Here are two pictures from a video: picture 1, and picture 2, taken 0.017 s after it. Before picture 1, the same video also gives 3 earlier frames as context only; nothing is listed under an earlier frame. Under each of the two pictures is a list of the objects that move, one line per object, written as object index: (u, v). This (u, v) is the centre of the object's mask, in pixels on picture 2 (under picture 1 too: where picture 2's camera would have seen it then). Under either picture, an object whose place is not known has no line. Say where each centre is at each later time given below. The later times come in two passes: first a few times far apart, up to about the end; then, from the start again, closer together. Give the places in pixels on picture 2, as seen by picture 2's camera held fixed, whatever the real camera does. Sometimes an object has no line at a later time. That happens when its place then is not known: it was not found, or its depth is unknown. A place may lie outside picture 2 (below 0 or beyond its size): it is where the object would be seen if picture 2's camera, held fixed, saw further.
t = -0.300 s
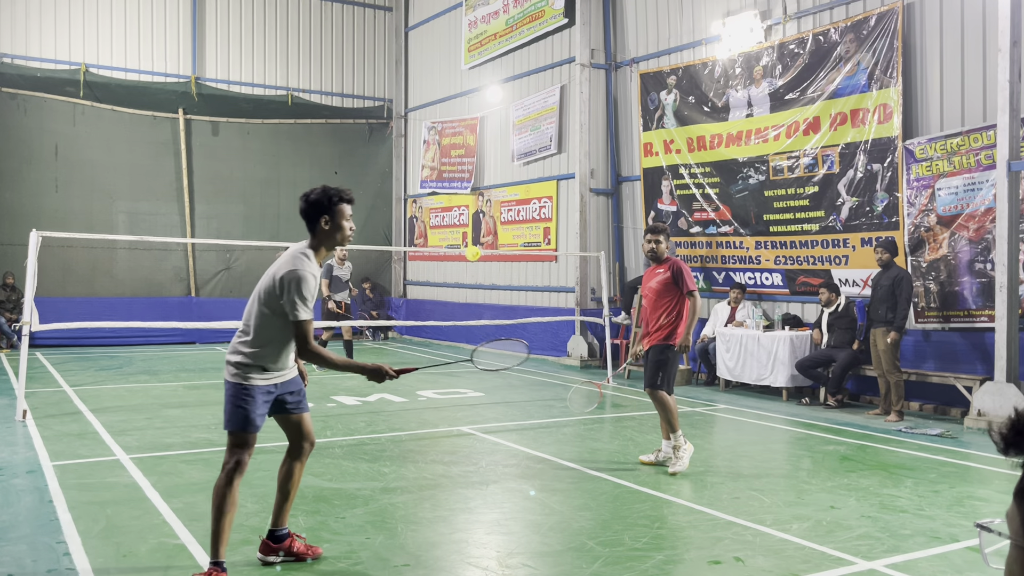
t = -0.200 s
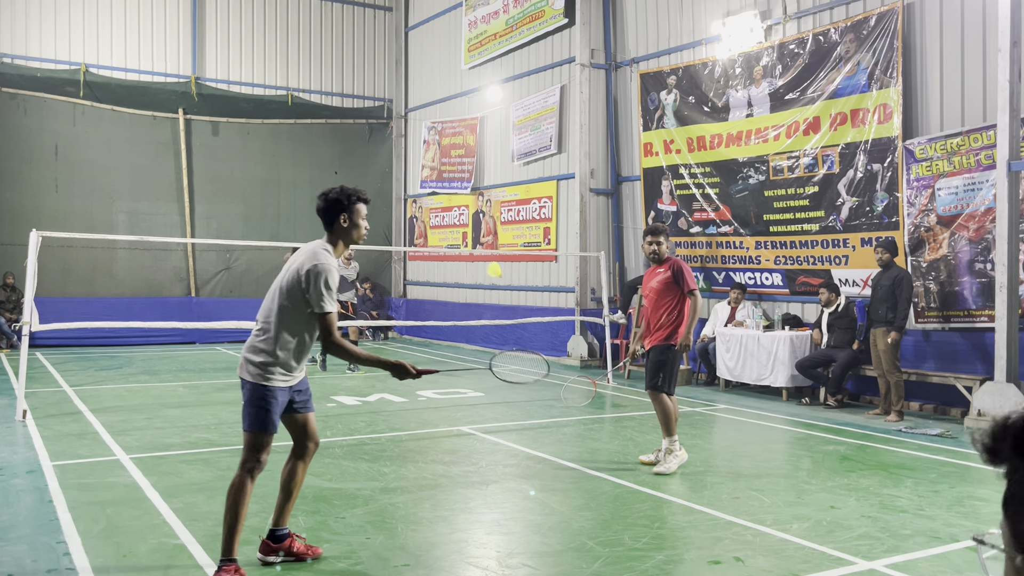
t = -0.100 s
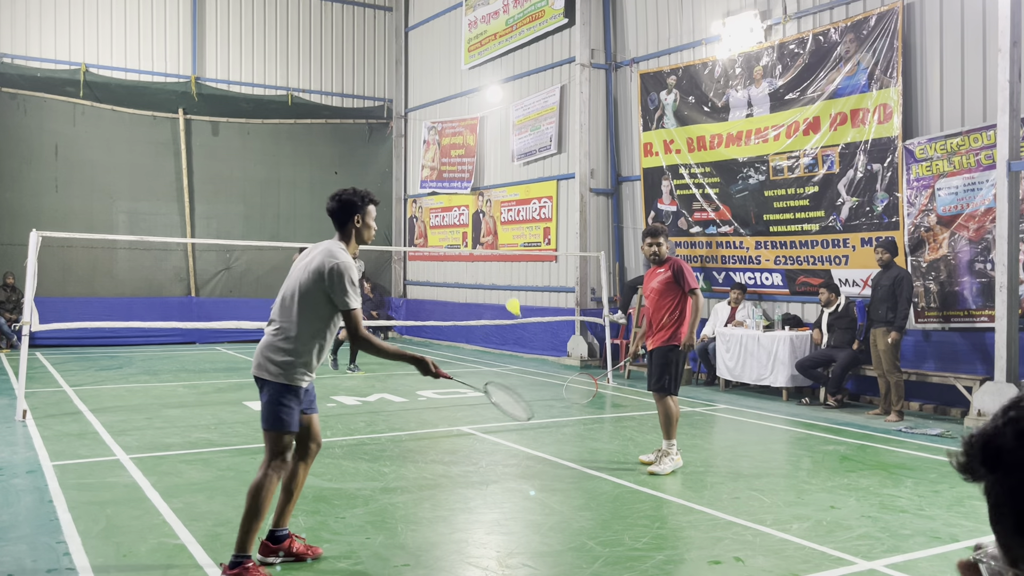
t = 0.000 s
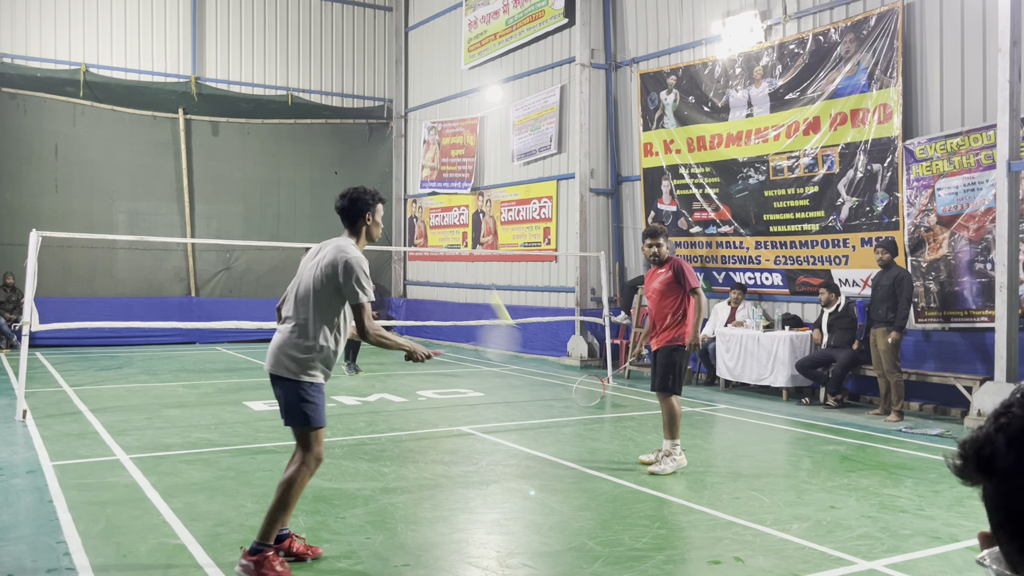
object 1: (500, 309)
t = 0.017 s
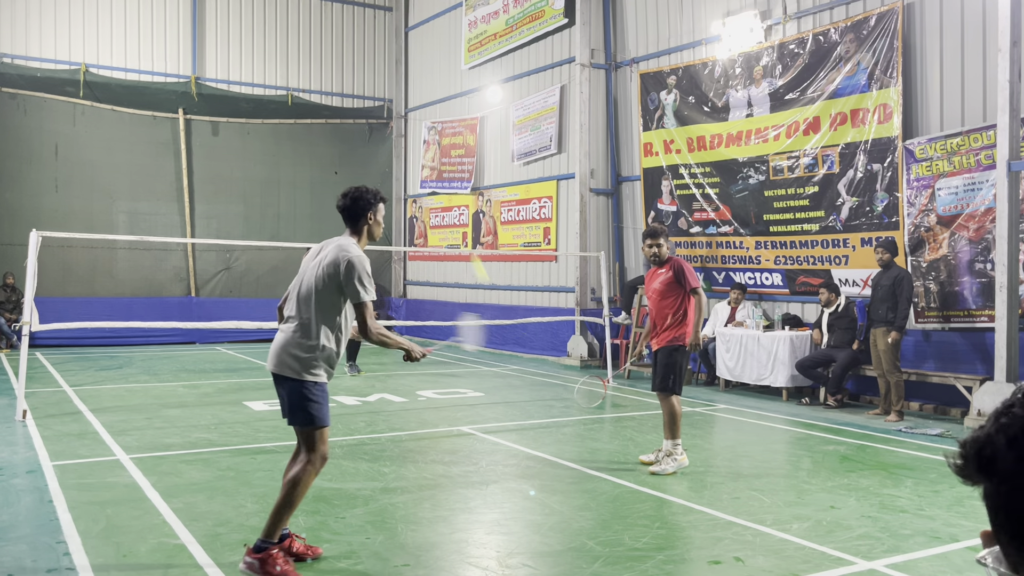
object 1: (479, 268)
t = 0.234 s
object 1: (359, 84)
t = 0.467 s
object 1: (320, 64)
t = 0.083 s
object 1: (420, 170)
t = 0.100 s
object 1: (410, 153)
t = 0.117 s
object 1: (401, 139)
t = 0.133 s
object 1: (393, 128)
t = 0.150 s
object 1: (386, 118)
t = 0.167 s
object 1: (380, 109)
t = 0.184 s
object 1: (374, 102)
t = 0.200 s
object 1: (369, 95)
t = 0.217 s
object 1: (363, 89)
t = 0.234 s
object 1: (359, 84)
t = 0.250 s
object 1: (355, 80)
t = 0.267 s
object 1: (351, 75)
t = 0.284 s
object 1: (348, 72)
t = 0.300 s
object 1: (344, 70)
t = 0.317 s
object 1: (341, 68)
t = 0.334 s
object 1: (338, 66)
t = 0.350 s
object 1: (335, 64)
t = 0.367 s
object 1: (332, 63)
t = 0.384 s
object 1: (330, 63)
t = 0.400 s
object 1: (328, 62)
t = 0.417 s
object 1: (326, 62)
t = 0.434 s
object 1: (324, 63)
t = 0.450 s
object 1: (322, 63)
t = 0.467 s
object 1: (320, 64)
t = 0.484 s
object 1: (318, 65)
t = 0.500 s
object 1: (316, 66)
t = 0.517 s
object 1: (314, 67)
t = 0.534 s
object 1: (313, 69)
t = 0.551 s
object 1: (311, 71)
